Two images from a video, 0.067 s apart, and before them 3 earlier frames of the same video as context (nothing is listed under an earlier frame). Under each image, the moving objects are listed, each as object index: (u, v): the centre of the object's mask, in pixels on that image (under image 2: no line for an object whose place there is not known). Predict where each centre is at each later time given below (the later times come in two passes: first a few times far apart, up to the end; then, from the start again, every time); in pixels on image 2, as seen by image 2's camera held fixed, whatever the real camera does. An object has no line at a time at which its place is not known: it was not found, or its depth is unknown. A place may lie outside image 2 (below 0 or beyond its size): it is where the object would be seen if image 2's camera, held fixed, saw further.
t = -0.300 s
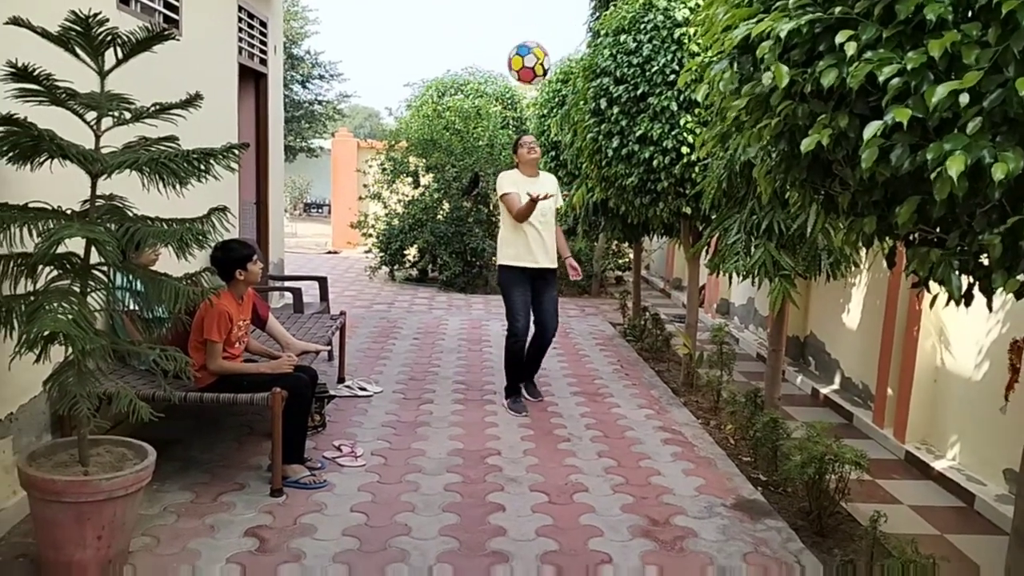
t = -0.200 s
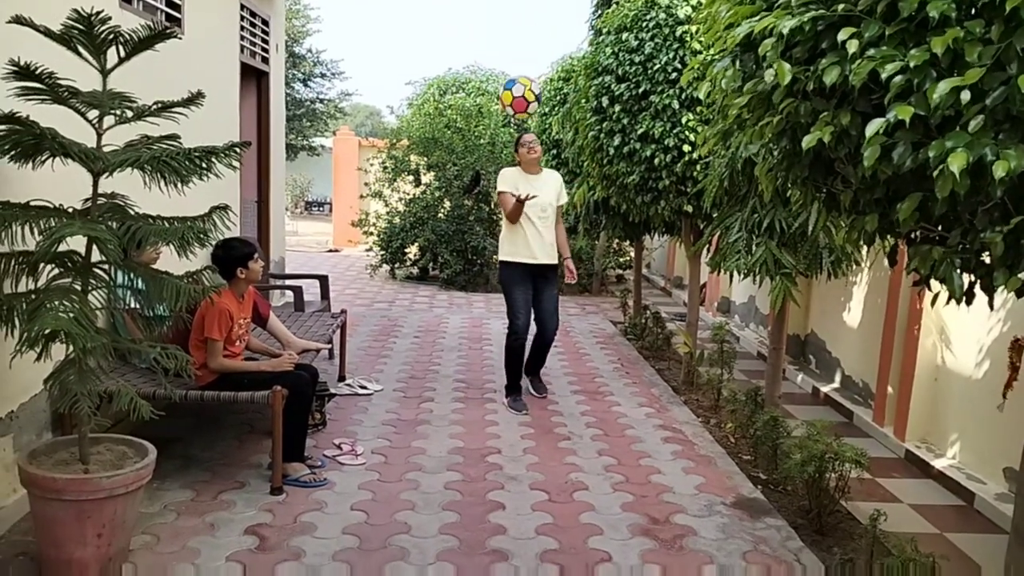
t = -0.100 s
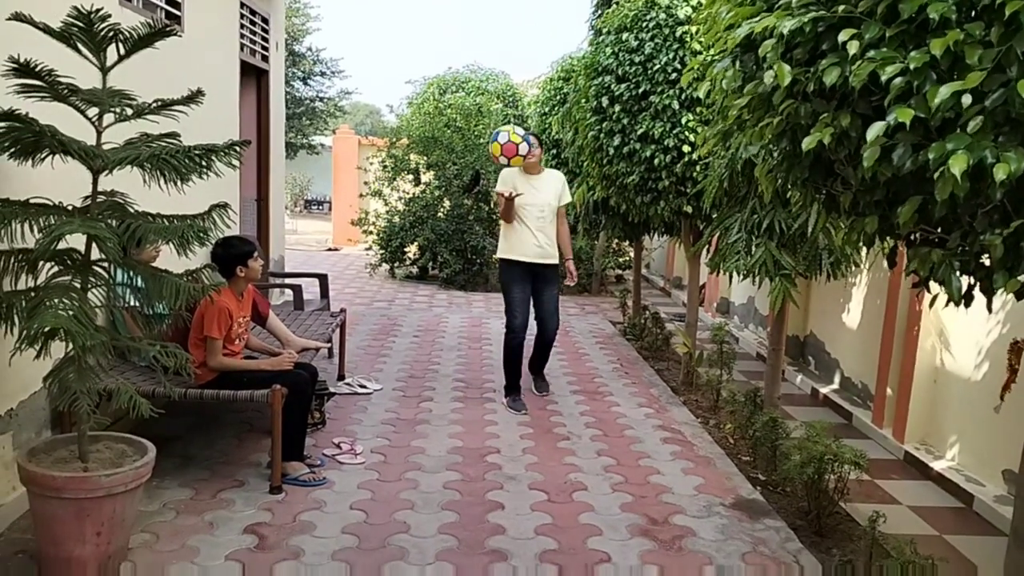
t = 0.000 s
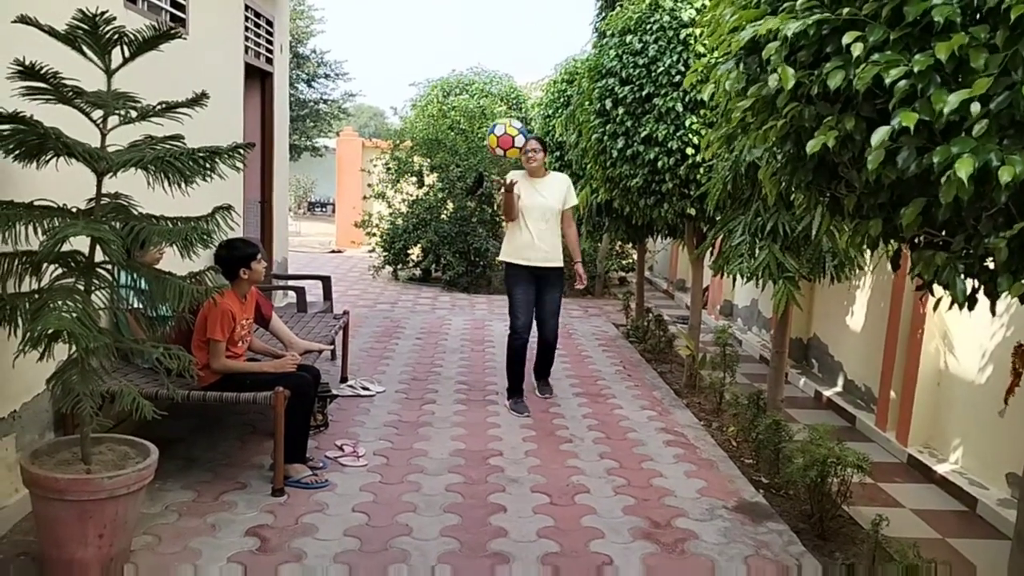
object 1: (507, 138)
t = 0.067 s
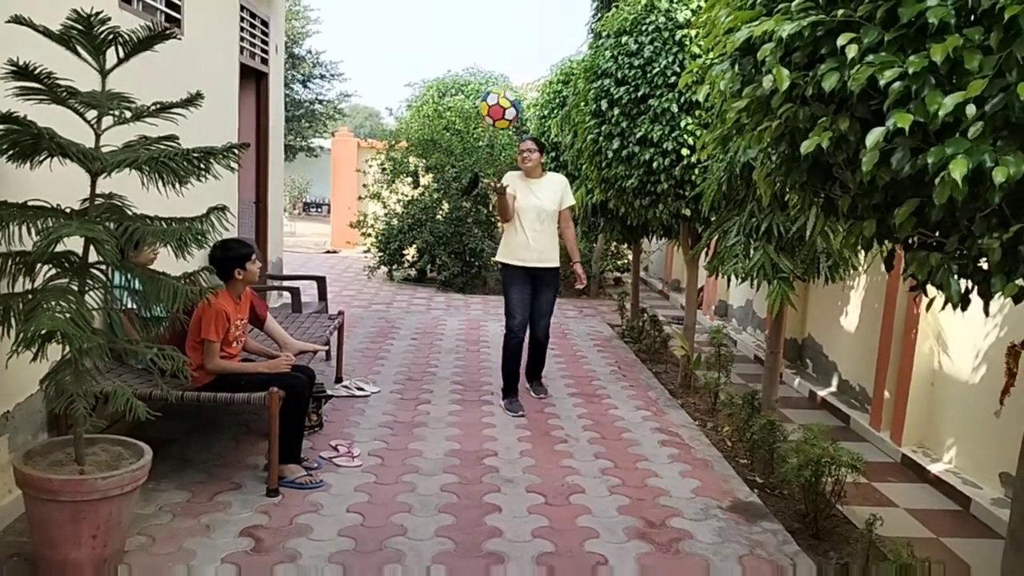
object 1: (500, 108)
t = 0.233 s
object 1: (489, 57)
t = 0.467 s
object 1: (472, 57)
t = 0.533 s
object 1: (467, 72)
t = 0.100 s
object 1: (497, 94)
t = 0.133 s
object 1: (495, 82)
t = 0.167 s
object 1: (493, 72)
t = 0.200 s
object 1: (491, 64)
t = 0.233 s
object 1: (489, 57)
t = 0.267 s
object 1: (487, 51)
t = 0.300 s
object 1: (485, 48)
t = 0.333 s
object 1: (482, 47)
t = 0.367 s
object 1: (480, 47)
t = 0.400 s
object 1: (478, 49)
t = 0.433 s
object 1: (475, 52)
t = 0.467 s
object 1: (472, 57)
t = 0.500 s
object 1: (470, 63)
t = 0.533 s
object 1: (467, 72)
